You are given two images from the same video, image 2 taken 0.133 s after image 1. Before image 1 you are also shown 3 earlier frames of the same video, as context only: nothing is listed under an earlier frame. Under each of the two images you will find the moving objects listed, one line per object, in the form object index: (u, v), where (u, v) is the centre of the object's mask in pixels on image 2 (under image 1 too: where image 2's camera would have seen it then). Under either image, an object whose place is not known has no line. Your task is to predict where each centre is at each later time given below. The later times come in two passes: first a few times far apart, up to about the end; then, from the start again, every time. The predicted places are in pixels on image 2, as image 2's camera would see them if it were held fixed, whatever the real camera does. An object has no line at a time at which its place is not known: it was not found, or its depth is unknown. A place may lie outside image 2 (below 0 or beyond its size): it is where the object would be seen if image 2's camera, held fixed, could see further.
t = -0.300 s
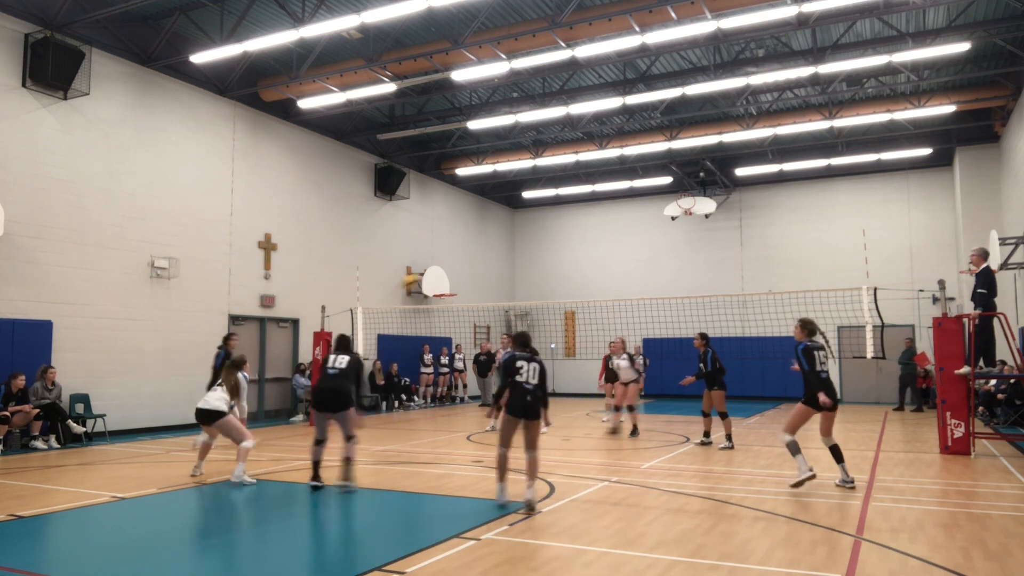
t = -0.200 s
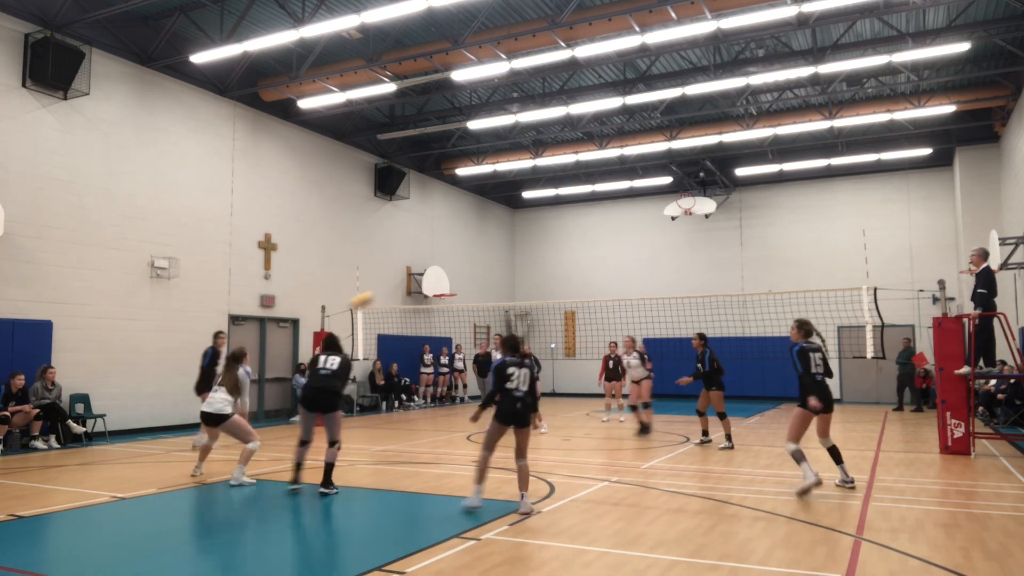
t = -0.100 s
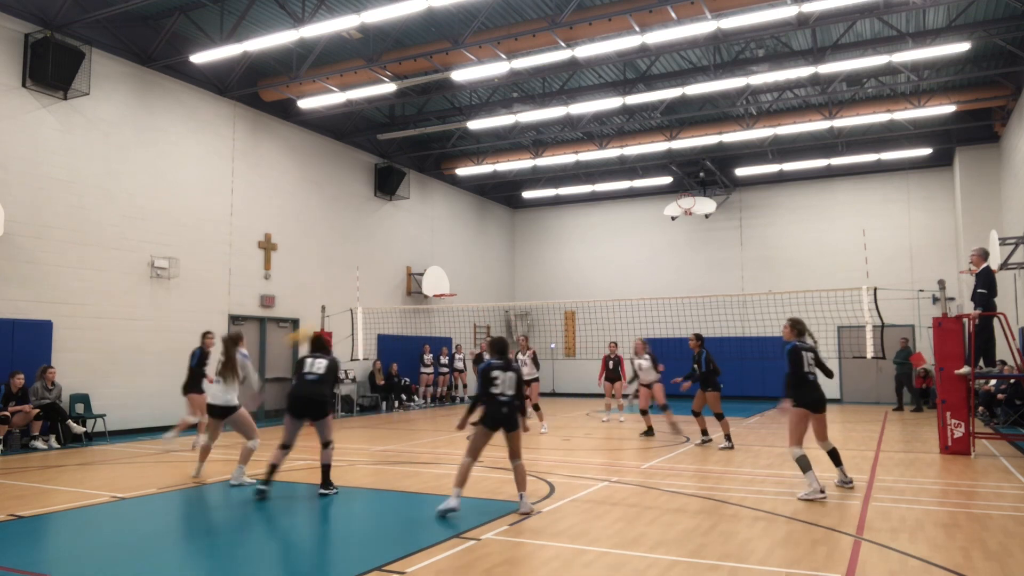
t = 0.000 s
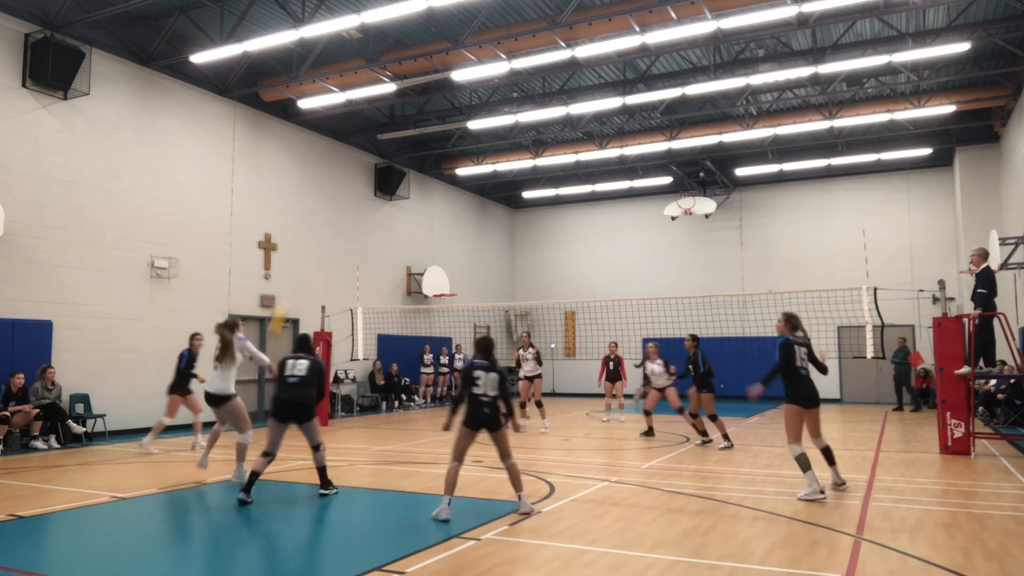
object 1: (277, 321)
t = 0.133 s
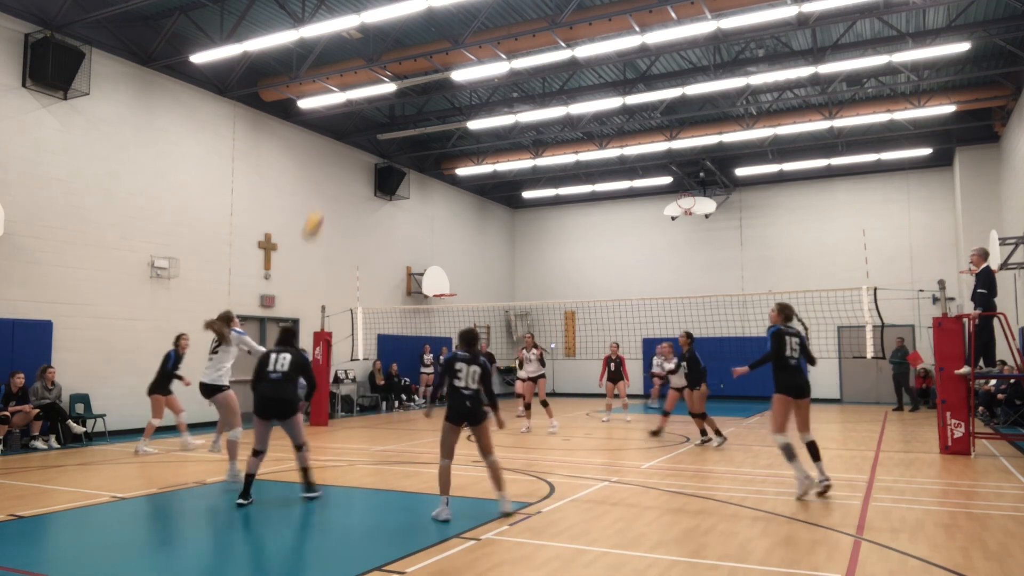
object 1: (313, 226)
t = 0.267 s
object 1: (347, 150)
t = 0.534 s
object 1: (405, 61)
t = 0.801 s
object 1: (457, 33)
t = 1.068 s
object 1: (504, 53)
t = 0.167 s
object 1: (322, 206)
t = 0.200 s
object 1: (330, 185)
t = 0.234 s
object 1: (338, 165)
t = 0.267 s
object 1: (347, 150)
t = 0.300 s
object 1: (355, 136)
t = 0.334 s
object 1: (362, 123)
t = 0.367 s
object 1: (370, 111)
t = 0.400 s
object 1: (377, 102)
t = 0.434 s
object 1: (385, 87)
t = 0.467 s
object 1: (393, 75)
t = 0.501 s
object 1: (399, 68)
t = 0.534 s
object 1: (405, 61)
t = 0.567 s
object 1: (412, 54)
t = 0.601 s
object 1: (418, 48)
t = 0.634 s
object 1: (425, 43)
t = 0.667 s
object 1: (432, 40)
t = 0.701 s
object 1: (438, 36)
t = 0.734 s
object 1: (445, 35)
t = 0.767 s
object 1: (451, 33)
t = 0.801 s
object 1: (457, 33)
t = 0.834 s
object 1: (463, 33)
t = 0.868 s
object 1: (469, 34)
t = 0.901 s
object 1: (475, 35)
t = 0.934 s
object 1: (481, 37)
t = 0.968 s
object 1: (487, 40)
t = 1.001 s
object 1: (493, 44)
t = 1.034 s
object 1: (499, 48)
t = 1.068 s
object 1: (504, 53)
